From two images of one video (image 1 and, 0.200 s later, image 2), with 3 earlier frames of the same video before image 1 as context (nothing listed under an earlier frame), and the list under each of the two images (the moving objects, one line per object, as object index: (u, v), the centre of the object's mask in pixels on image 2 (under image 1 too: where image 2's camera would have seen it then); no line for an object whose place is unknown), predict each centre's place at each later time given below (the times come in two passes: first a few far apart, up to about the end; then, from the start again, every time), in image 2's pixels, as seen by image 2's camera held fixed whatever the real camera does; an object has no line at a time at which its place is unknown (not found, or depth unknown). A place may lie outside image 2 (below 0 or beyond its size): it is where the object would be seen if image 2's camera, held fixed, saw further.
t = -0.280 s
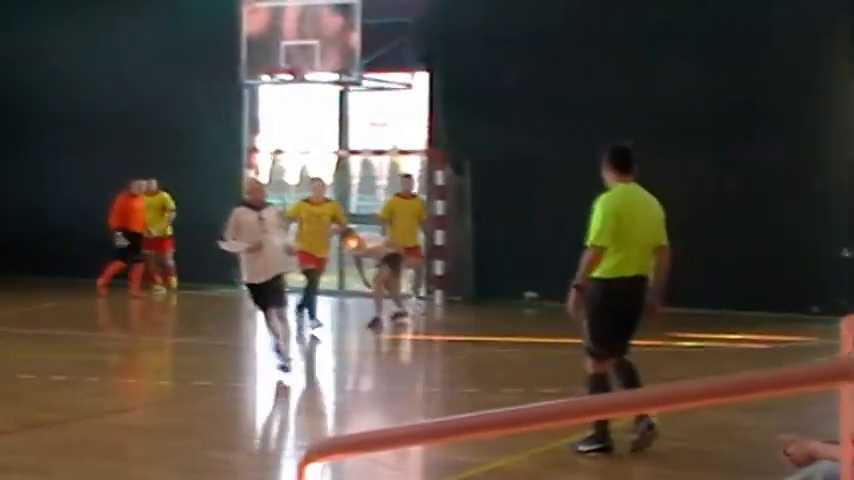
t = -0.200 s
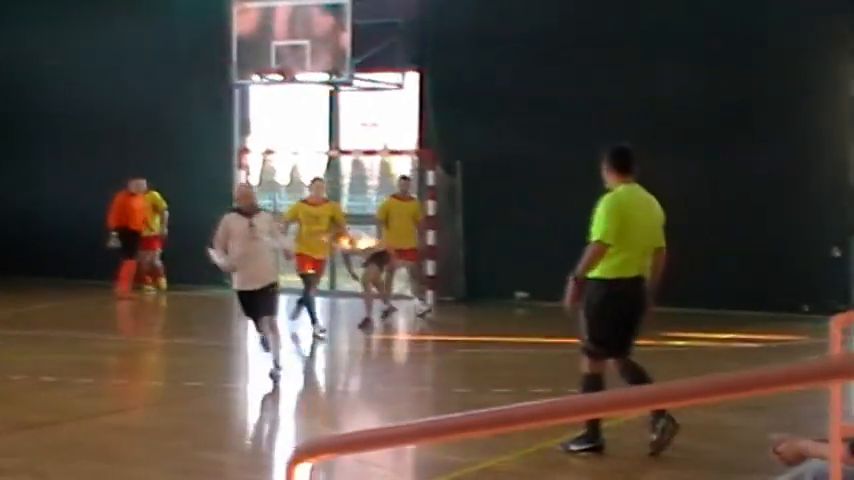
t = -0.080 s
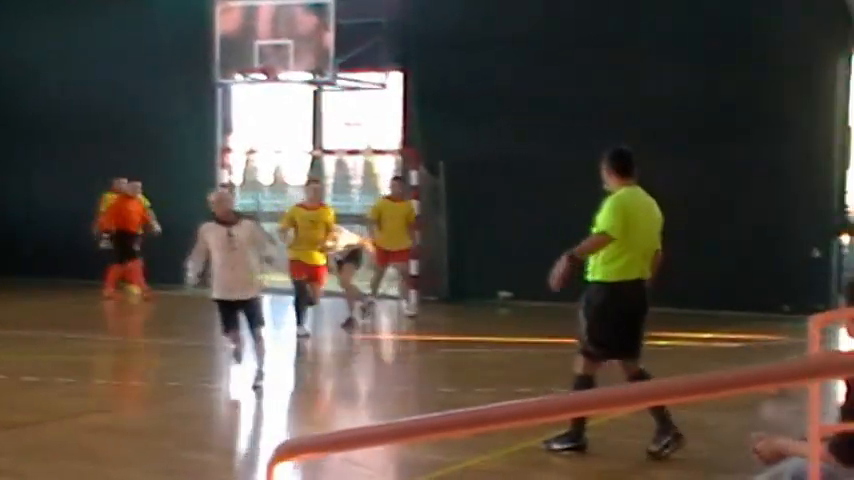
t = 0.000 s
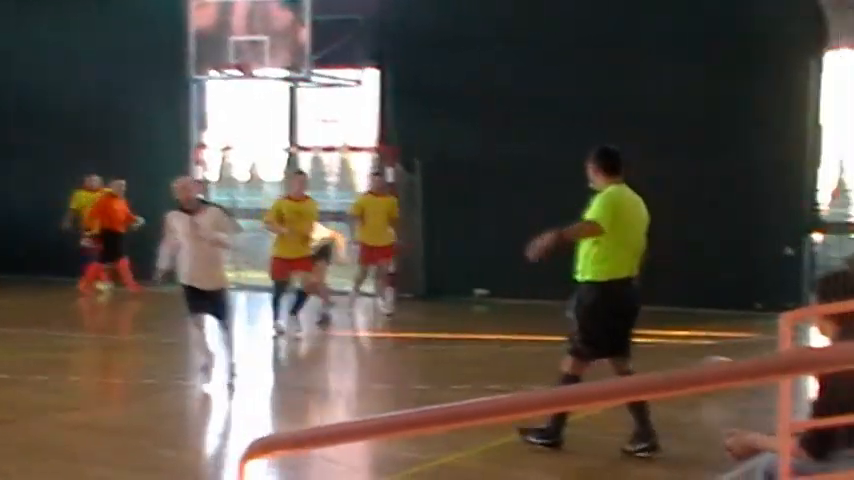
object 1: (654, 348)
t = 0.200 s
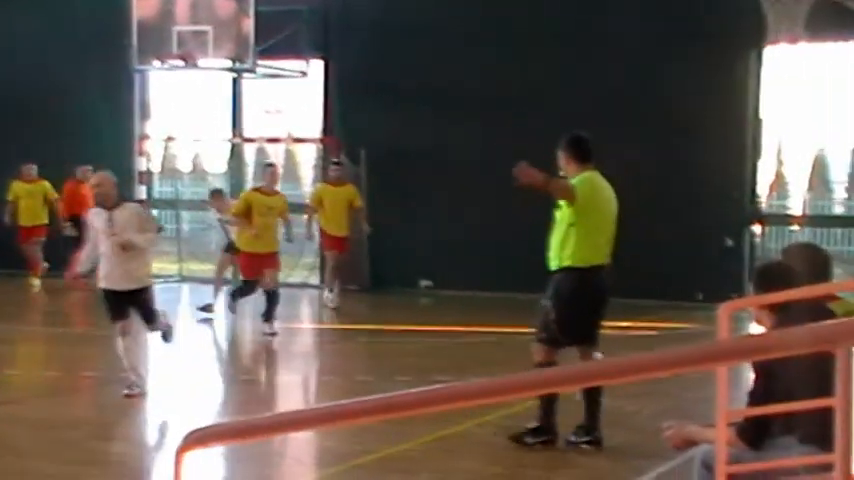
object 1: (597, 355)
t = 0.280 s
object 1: (573, 356)
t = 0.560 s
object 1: (499, 359)
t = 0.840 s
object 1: (435, 358)
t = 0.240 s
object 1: (573, 356)
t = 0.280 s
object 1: (573, 356)
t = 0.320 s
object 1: (548, 359)
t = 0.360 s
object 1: (544, 359)
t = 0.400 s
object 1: (536, 360)
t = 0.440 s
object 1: (526, 359)
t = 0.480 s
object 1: (517, 359)
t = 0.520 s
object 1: (508, 359)
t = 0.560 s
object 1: (499, 359)
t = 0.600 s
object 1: (489, 358)
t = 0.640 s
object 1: (480, 359)
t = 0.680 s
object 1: (471, 359)
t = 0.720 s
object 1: (462, 358)
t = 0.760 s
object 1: (453, 358)
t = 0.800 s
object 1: (444, 358)
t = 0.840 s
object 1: (435, 358)
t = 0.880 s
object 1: (427, 358)
